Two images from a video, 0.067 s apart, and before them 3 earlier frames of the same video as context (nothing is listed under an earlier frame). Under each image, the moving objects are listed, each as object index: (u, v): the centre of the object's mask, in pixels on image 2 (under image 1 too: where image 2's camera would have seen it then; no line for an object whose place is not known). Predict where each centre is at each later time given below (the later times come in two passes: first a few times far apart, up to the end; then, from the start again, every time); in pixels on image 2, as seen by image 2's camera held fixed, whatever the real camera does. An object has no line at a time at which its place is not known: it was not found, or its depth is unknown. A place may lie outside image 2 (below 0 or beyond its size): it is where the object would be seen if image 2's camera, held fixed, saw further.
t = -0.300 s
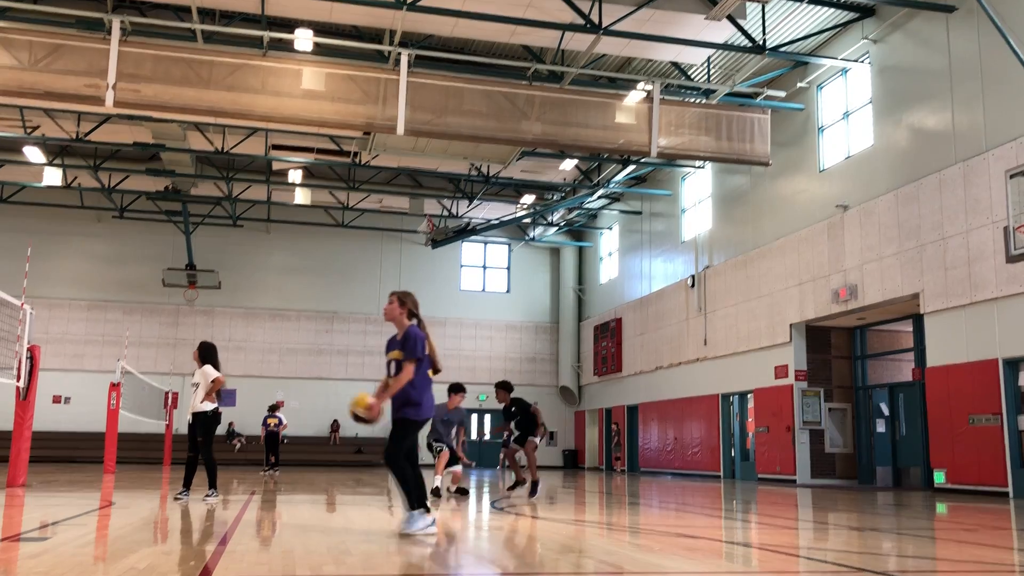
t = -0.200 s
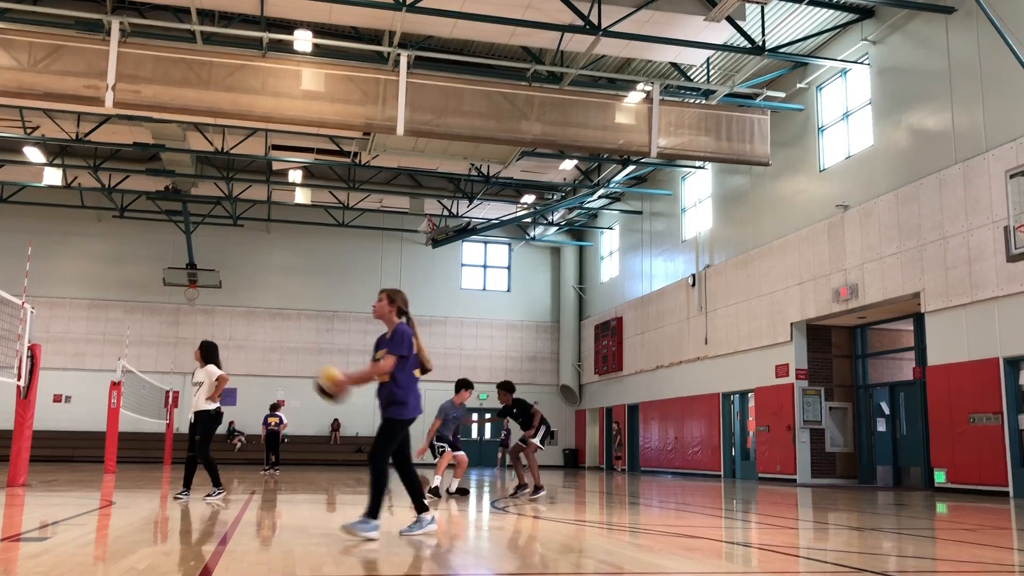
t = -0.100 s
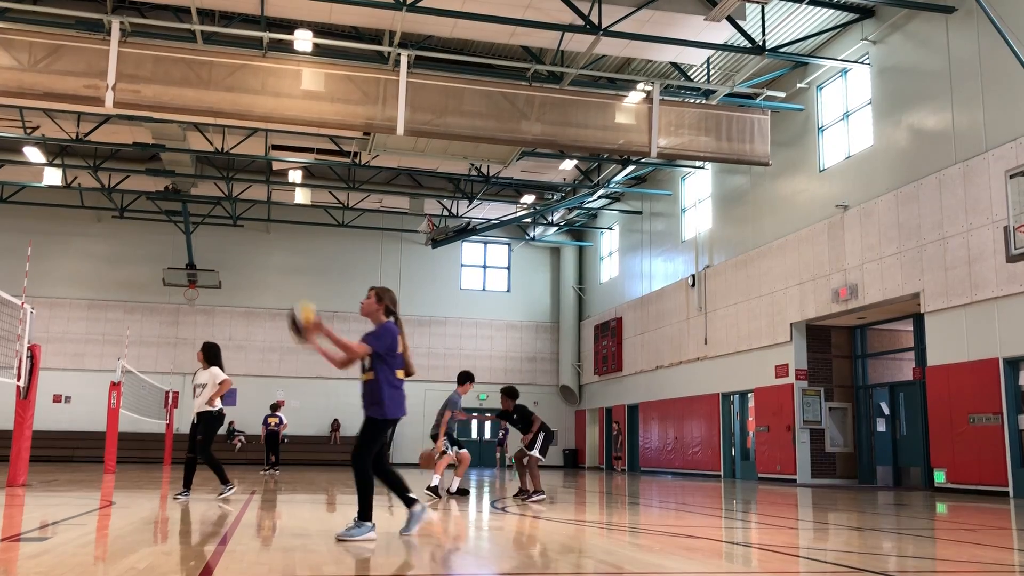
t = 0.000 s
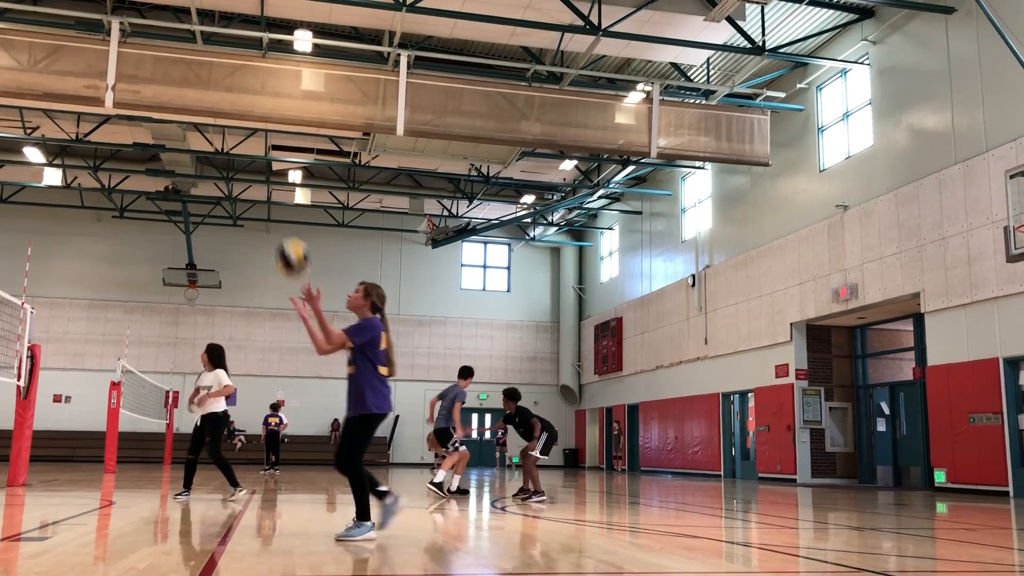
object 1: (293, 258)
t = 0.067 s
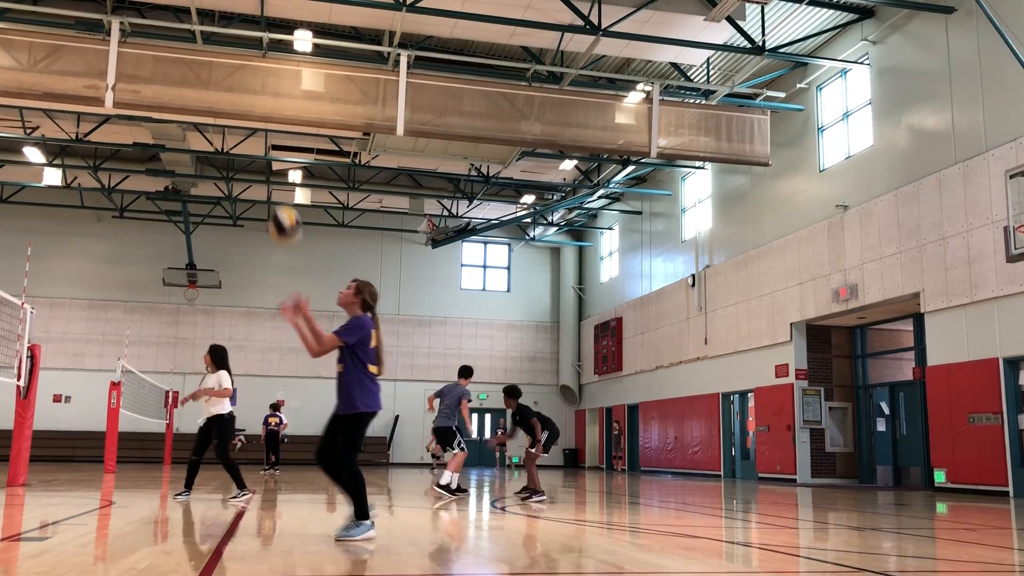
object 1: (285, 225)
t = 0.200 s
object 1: (267, 177)
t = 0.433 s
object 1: (233, 159)
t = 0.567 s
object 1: (211, 185)
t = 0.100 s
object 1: (280, 212)
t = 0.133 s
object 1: (276, 197)
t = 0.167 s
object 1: (272, 187)
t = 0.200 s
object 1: (267, 177)
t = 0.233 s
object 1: (263, 170)
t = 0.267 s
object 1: (258, 164)
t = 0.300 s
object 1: (252, 160)
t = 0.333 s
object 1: (247, 158)
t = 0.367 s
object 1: (243, 157)
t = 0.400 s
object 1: (238, 157)
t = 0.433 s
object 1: (233, 159)
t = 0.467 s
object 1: (227, 164)
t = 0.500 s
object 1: (222, 169)
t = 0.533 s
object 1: (217, 176)
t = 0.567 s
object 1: (211, 185)
